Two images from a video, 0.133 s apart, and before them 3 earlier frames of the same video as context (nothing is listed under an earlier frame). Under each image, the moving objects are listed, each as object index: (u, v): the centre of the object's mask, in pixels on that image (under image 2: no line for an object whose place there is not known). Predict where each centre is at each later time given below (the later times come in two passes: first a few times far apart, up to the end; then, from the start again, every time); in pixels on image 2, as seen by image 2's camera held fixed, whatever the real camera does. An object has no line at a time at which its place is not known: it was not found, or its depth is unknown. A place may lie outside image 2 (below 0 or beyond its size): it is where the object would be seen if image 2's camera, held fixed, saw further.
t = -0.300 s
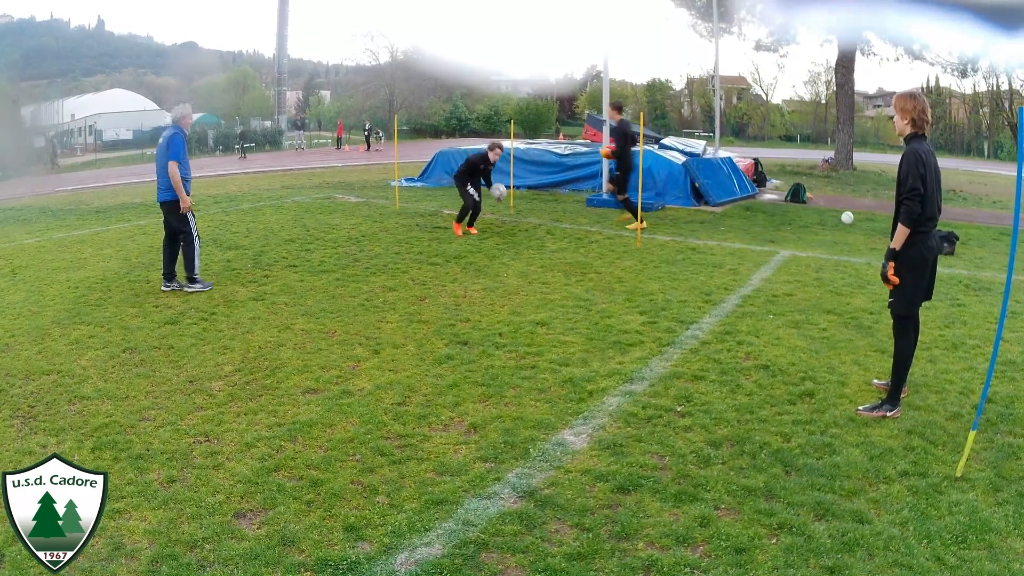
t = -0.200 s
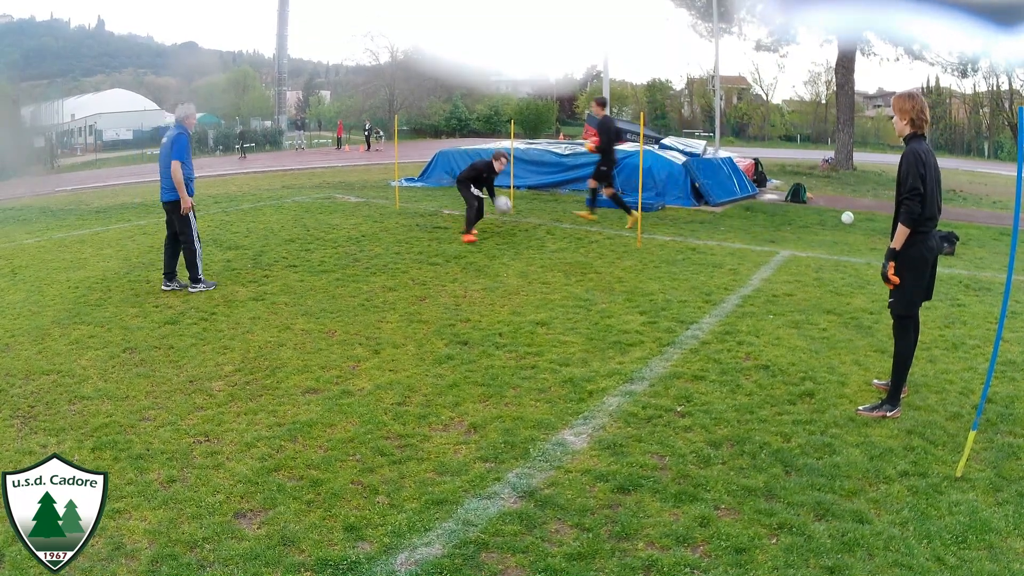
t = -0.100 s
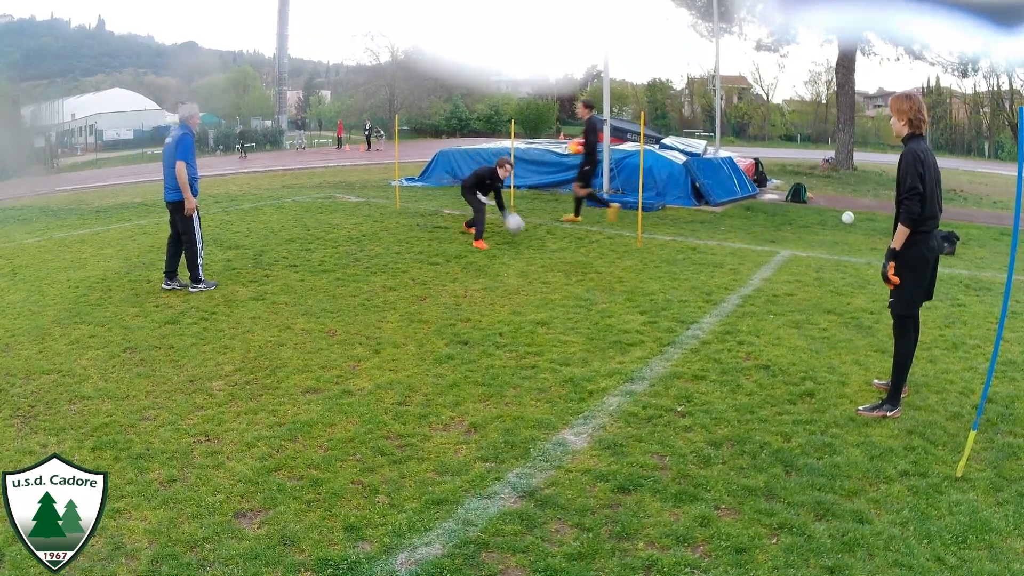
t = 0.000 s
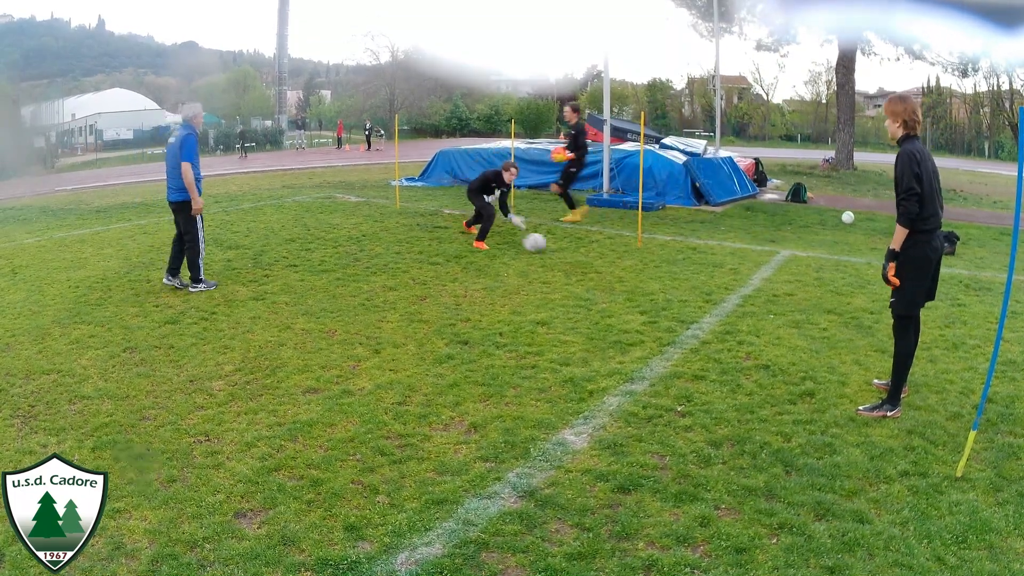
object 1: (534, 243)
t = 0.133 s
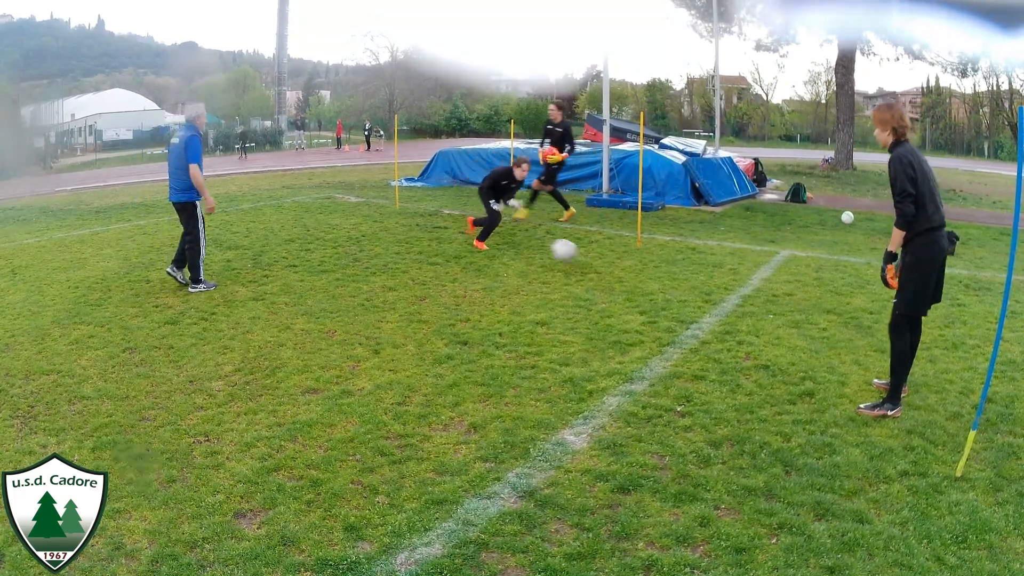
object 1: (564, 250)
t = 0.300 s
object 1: (614, 287)
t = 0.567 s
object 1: (697, 320)
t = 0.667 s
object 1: (738, 360)
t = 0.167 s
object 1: (573, 255)
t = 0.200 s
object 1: (582, 261)
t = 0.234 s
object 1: (593, 270)
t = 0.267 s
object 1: (604, 280)
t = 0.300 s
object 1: (614, 287)
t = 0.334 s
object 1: (623, 286)
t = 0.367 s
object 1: (632, 286)
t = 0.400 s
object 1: (641, 288)
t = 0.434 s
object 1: (651, 290)
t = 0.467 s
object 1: (662, 294)
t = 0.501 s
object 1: (673, 301)
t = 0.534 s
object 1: (684, 308)
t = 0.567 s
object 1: (697, 320)
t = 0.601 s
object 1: (710, 332)
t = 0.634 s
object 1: (723, 348)
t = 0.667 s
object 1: (738, 360)
